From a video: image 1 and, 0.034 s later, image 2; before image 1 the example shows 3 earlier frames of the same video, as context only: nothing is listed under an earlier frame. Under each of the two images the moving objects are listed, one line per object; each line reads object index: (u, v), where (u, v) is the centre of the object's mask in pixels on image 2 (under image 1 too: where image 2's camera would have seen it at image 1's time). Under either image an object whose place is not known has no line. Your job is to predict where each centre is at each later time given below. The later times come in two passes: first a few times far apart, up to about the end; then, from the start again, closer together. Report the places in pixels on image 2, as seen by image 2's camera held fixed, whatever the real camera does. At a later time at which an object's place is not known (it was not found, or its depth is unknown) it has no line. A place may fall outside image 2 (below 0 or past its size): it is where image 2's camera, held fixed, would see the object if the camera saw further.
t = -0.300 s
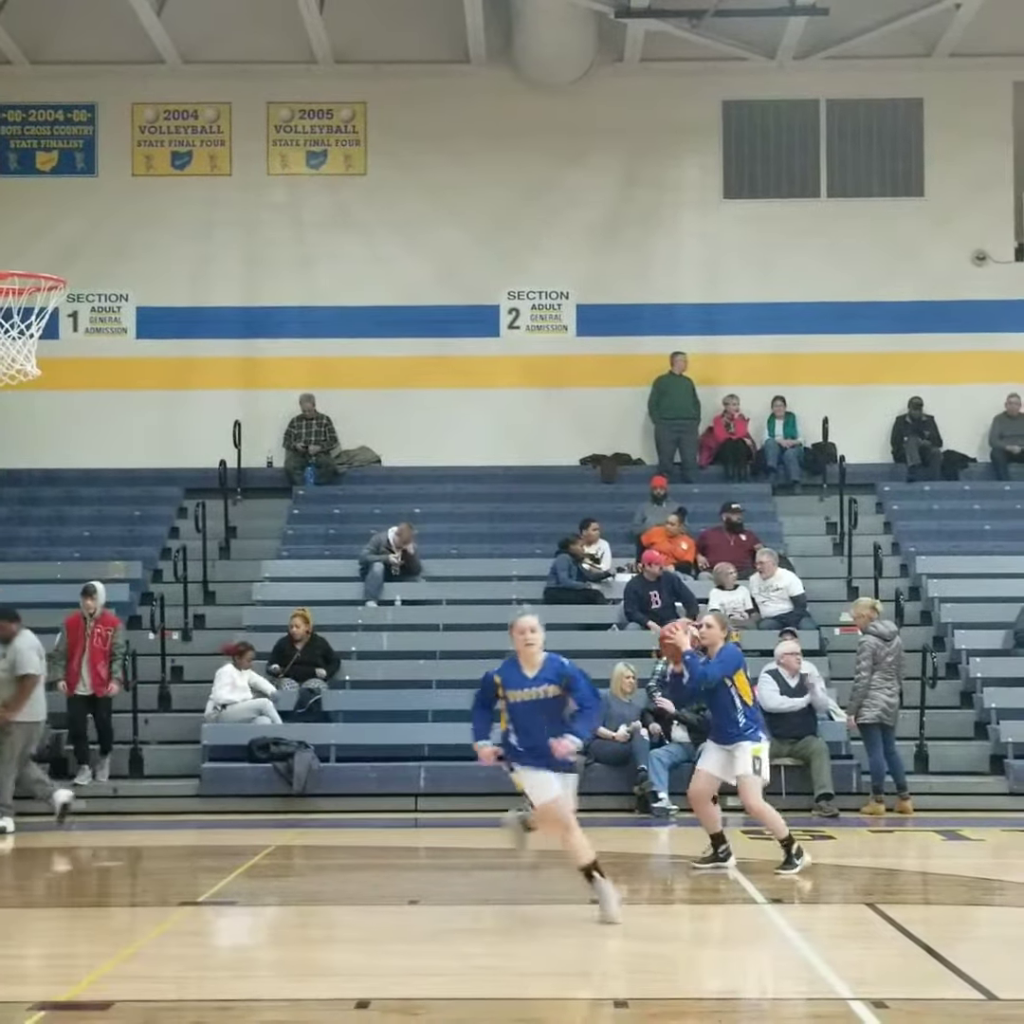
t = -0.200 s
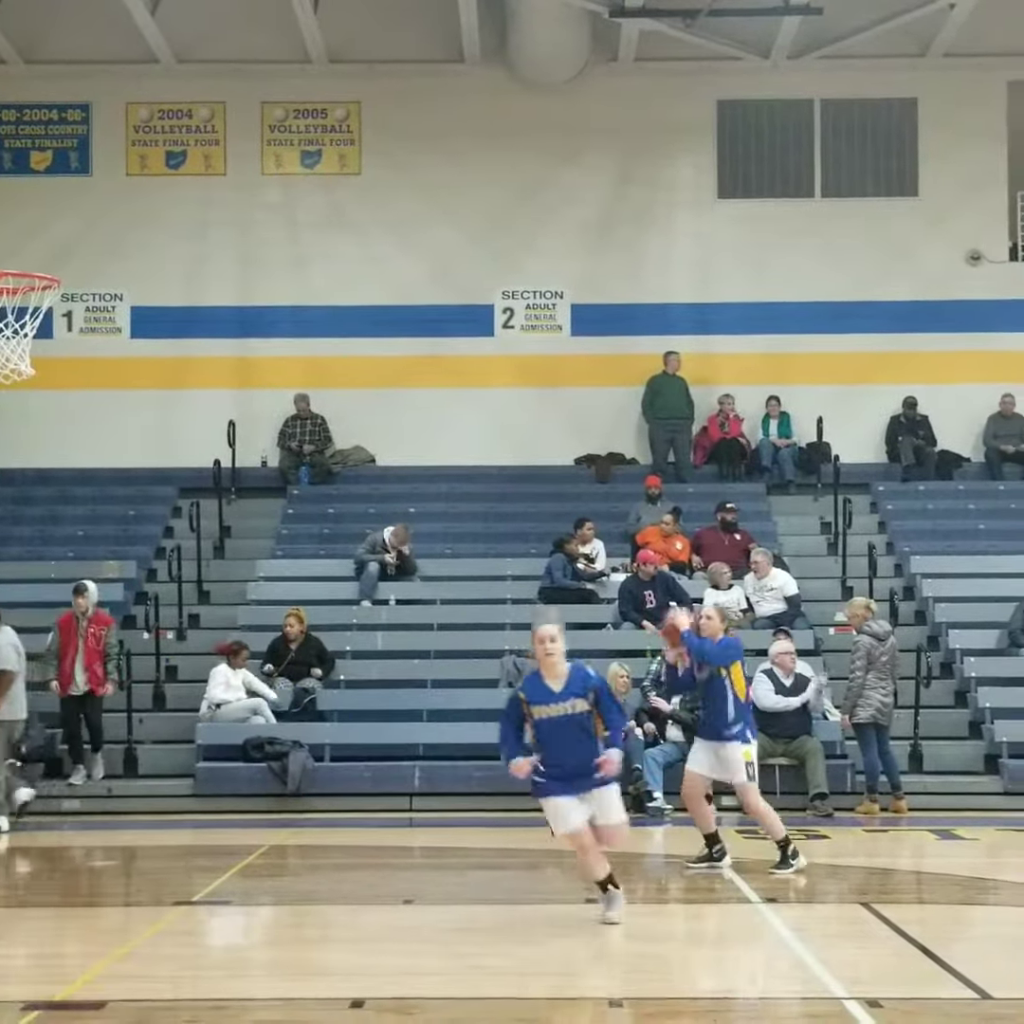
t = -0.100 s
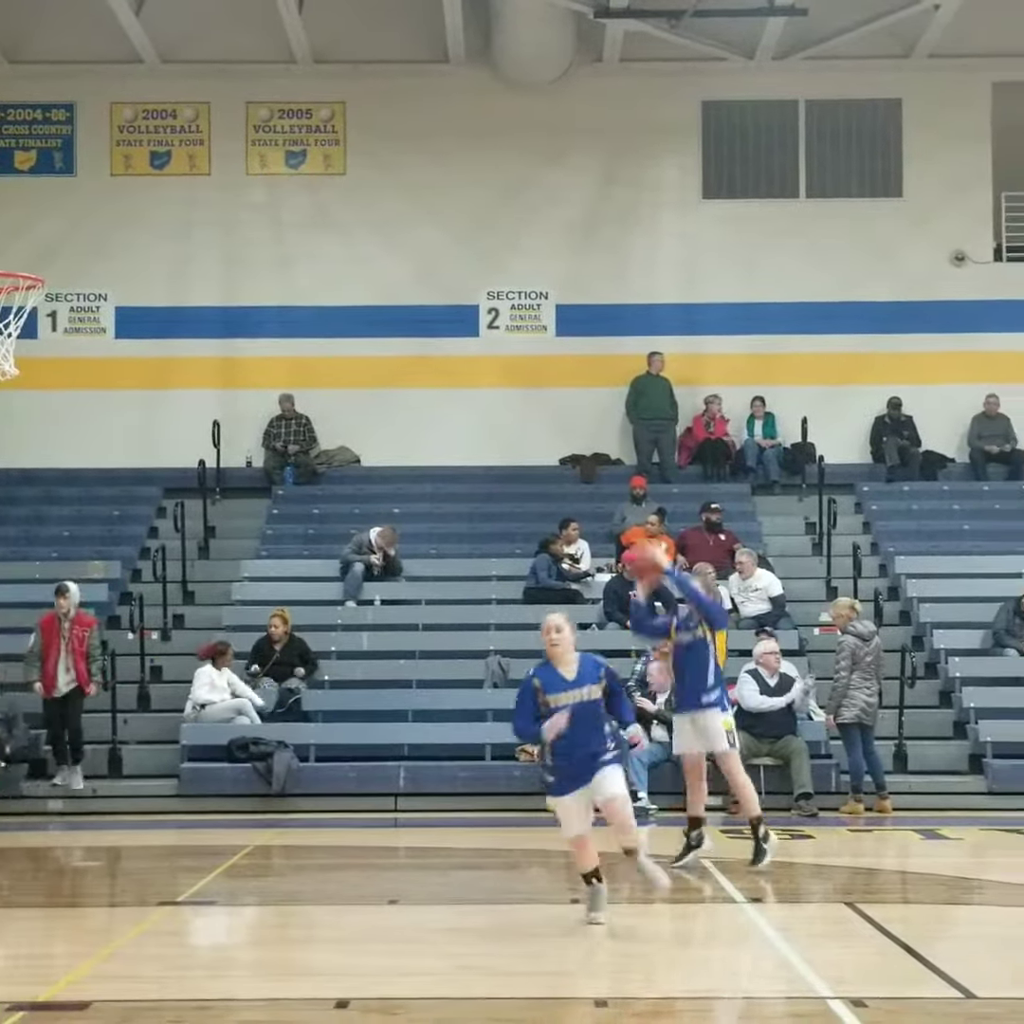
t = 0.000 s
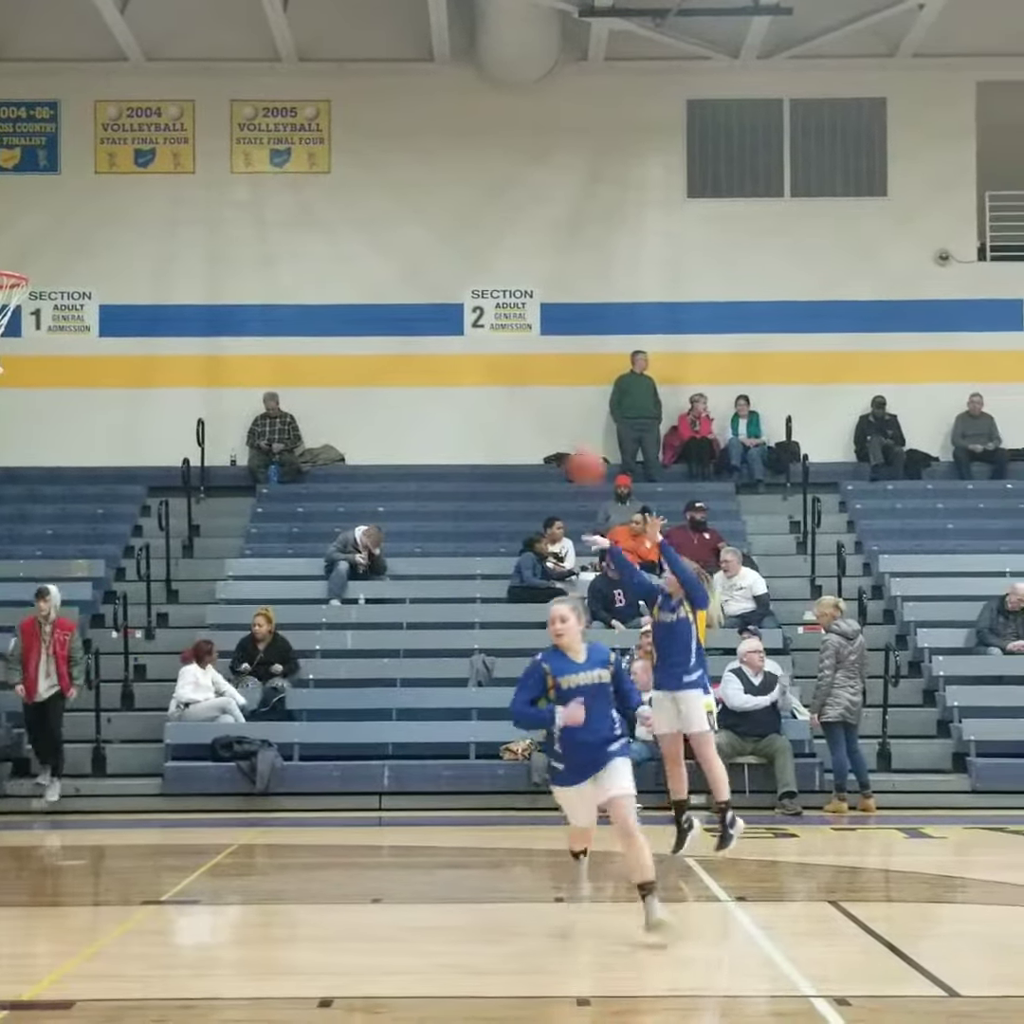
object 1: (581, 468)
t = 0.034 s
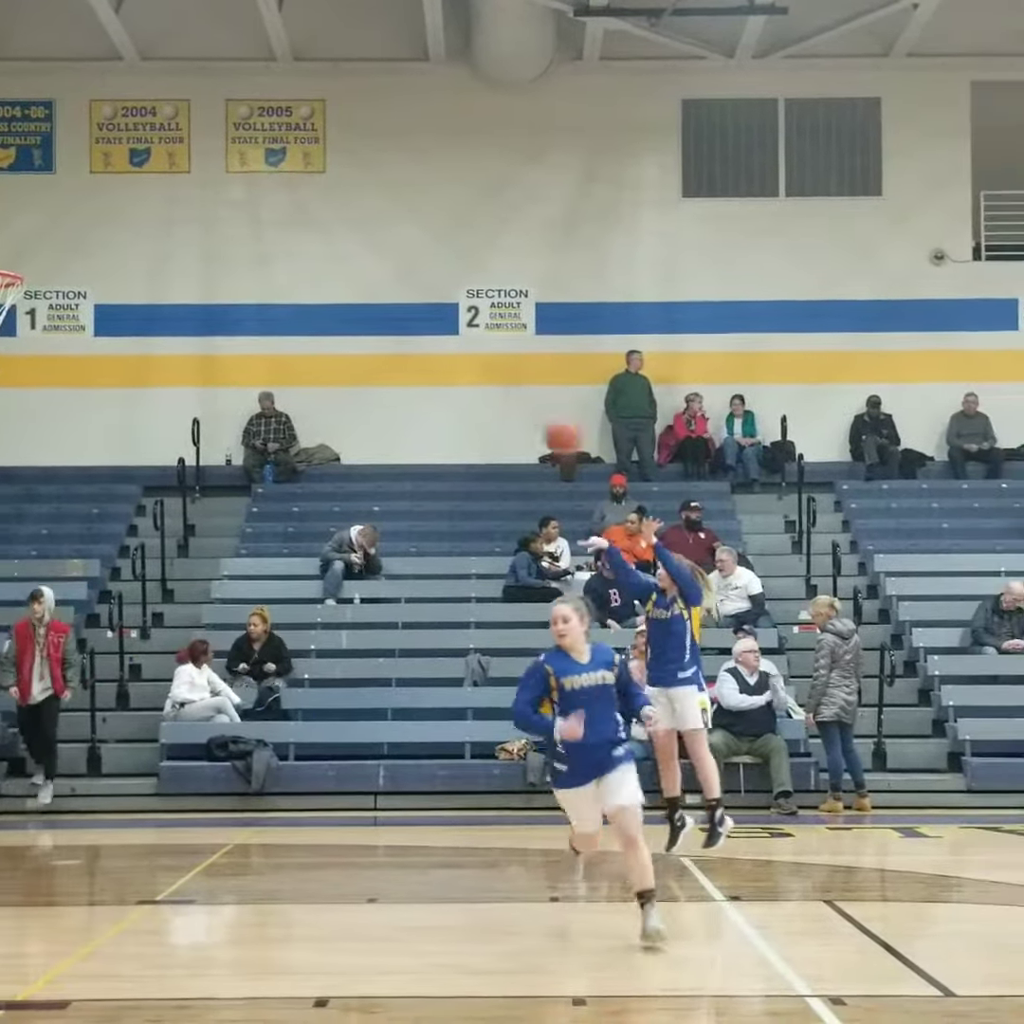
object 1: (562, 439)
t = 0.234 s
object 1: (454, 289)
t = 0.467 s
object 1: (318, 184)
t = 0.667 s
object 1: (190, 168)
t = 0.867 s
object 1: (56, 233)
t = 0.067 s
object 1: (545, 410)
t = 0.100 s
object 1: (526, 382)
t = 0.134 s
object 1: (507, 357)
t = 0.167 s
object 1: (492, 331)
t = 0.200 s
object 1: (472, 310)
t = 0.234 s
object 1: (454, 289)
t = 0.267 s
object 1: (435, 268)
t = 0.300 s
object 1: (416, 250)
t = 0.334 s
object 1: (397, 233)
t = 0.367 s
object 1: (377, 219)
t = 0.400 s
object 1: (358, 205)
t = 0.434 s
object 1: (338, 194)
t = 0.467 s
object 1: (318, 184)
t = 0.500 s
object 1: (297, 177)
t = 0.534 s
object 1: (277, 173)
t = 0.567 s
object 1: (256, 169)
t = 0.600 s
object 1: (230, 166)
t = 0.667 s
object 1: (190, 168)
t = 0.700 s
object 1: (167, 173)
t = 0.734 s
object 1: (142, 181)
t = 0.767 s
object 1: (117, 190)
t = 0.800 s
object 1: (94, 202)
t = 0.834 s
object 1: (69, 216)
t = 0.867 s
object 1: (56, 233)
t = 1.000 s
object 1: (92, 595)
